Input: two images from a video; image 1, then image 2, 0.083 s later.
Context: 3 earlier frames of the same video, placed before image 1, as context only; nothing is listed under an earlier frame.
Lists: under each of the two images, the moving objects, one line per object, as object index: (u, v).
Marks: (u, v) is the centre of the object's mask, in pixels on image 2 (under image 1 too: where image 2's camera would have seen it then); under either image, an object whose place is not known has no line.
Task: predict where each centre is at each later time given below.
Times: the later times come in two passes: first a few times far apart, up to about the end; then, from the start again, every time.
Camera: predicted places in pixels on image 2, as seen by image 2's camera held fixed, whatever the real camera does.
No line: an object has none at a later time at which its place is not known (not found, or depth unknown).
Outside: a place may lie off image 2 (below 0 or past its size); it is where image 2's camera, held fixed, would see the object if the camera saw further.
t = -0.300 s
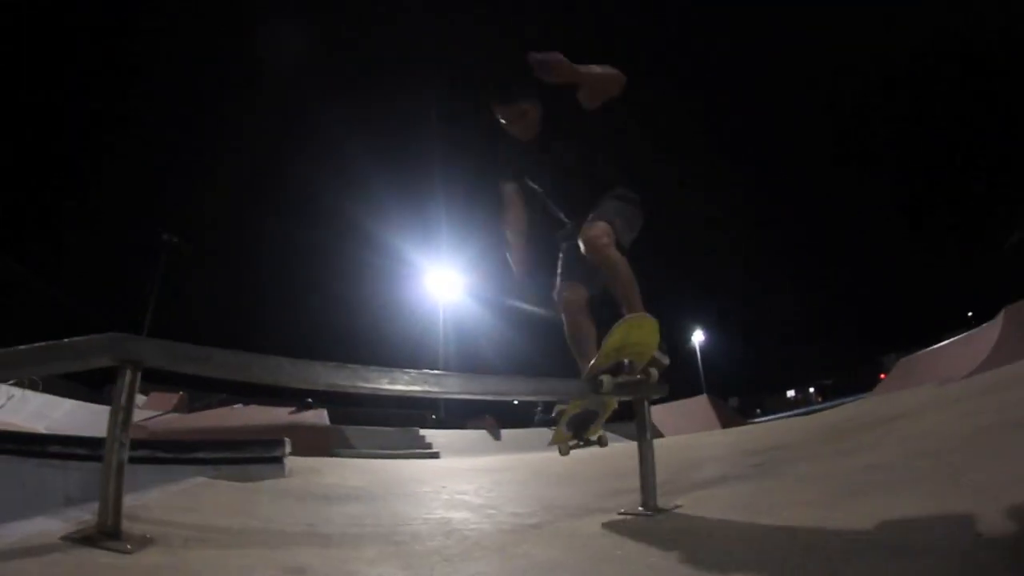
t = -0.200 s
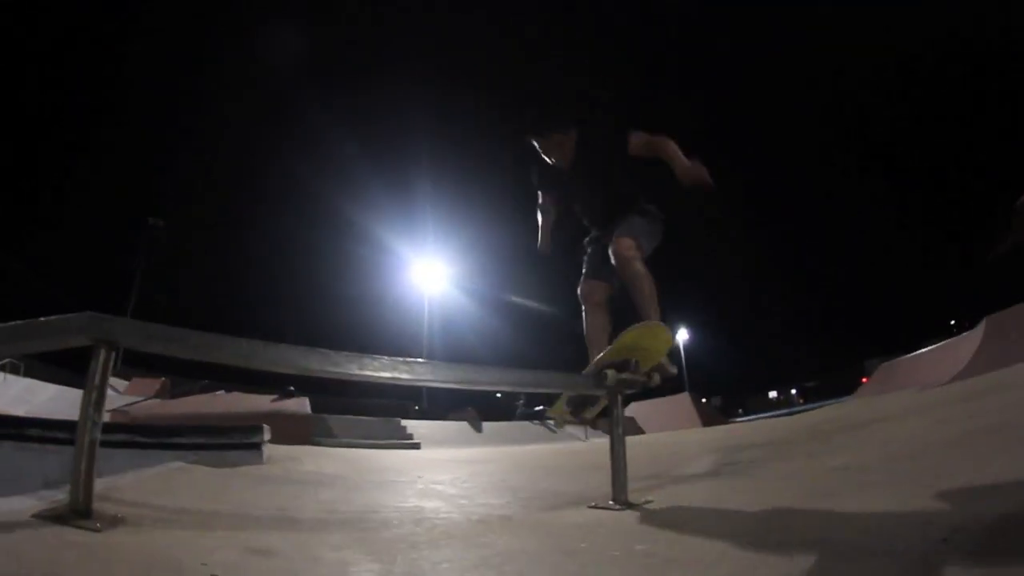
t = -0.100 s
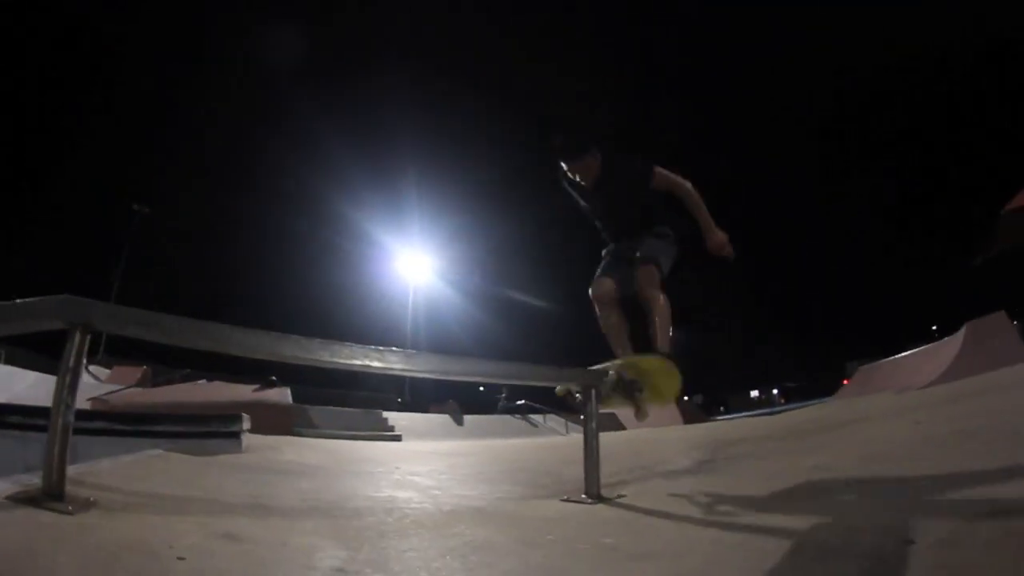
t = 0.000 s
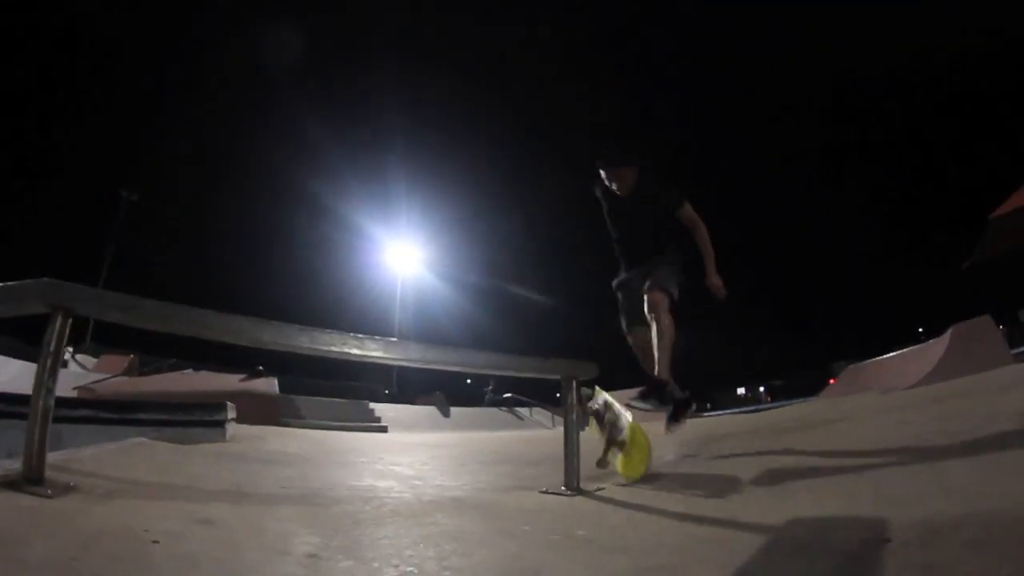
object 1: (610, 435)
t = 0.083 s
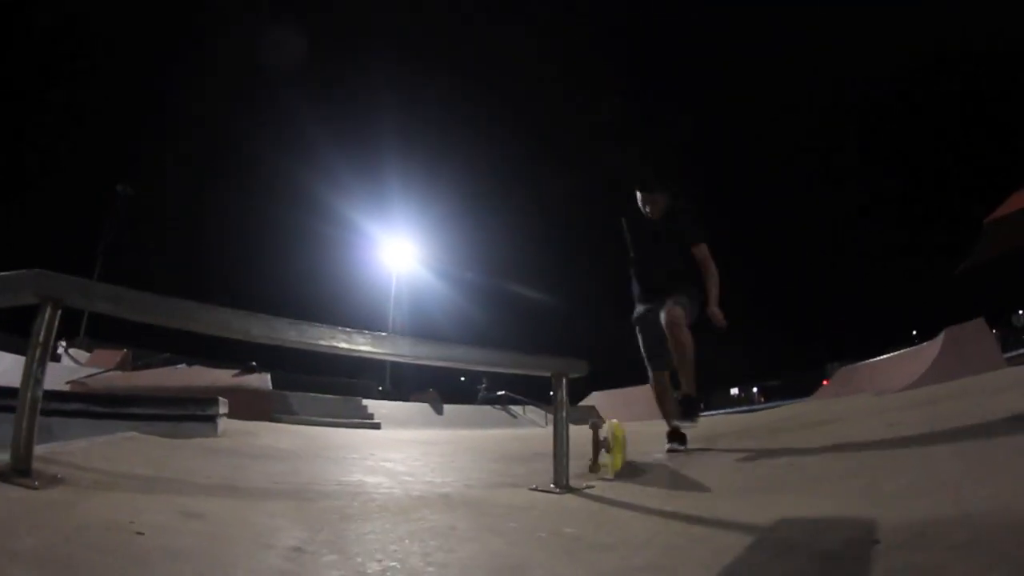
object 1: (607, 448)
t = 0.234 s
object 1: (614, 444)
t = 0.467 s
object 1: (622, 443)
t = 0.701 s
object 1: (631, 449)
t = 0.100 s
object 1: (606, 449)
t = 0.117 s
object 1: (606, 448)
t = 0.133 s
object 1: (607, 447)
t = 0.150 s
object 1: (608, 446)
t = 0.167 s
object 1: (610, 446)
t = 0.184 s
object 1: (611, 445)
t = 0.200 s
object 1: (612, 445)
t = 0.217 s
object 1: (613, 444)
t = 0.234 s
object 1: (614, 444)
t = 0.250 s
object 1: (615, 444)
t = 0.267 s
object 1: (616, 444)
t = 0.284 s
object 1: (617, 443)
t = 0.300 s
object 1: (617, 443)
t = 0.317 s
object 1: (618, 443)
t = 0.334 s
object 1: (618, 443)
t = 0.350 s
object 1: (619, 442)
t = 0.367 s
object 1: (619, 443)
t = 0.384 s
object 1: (620, 443)
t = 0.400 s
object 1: (621, 443)
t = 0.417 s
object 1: (621, 443)
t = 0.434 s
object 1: (621, 443)
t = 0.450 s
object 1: (622, 443)
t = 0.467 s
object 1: (622, 443)
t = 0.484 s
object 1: (623, 443)
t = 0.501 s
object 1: (623, 443)
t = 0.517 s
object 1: (624, 443)
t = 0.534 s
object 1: (624, 443)
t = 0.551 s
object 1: (625, 443)
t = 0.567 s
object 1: (625, 443)
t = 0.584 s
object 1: (626, 443)
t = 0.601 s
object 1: (627, 444)
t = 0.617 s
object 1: (628, 444)
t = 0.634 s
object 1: (628, 445)
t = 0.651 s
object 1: (629, 446)
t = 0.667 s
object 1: (629, 447)
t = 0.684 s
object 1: (630, 448)
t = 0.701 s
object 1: (631, 449)
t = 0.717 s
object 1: (633, 449)
